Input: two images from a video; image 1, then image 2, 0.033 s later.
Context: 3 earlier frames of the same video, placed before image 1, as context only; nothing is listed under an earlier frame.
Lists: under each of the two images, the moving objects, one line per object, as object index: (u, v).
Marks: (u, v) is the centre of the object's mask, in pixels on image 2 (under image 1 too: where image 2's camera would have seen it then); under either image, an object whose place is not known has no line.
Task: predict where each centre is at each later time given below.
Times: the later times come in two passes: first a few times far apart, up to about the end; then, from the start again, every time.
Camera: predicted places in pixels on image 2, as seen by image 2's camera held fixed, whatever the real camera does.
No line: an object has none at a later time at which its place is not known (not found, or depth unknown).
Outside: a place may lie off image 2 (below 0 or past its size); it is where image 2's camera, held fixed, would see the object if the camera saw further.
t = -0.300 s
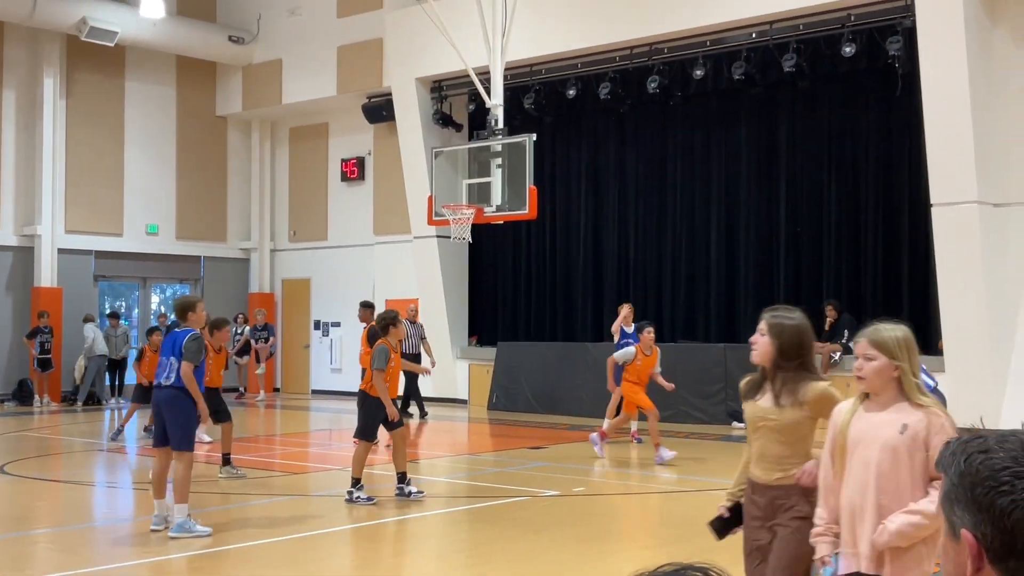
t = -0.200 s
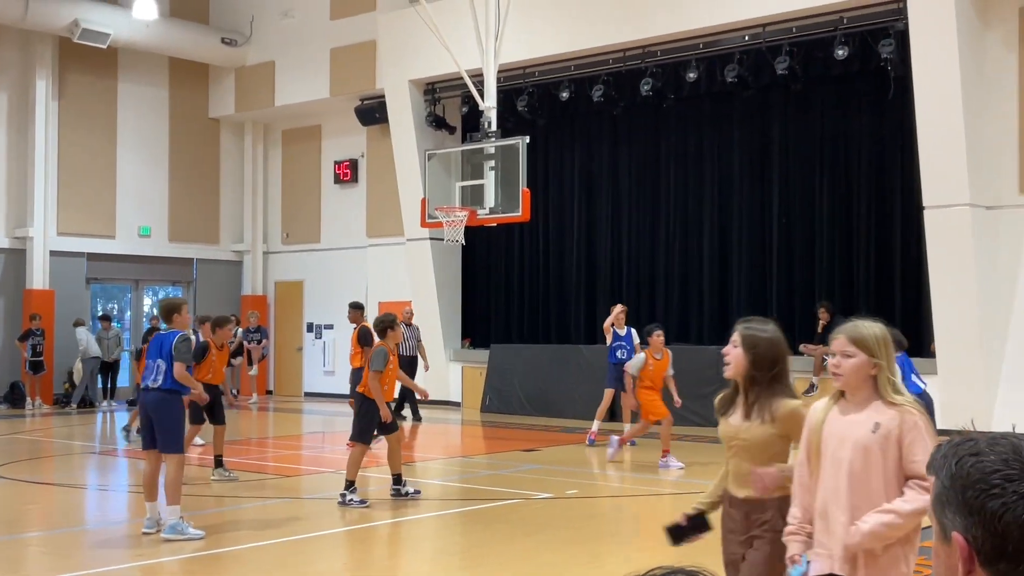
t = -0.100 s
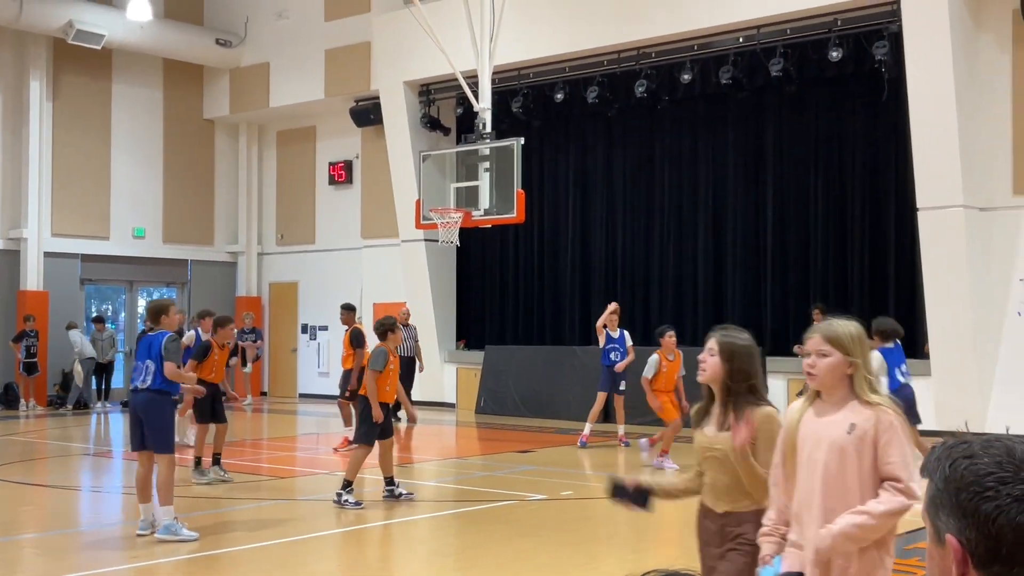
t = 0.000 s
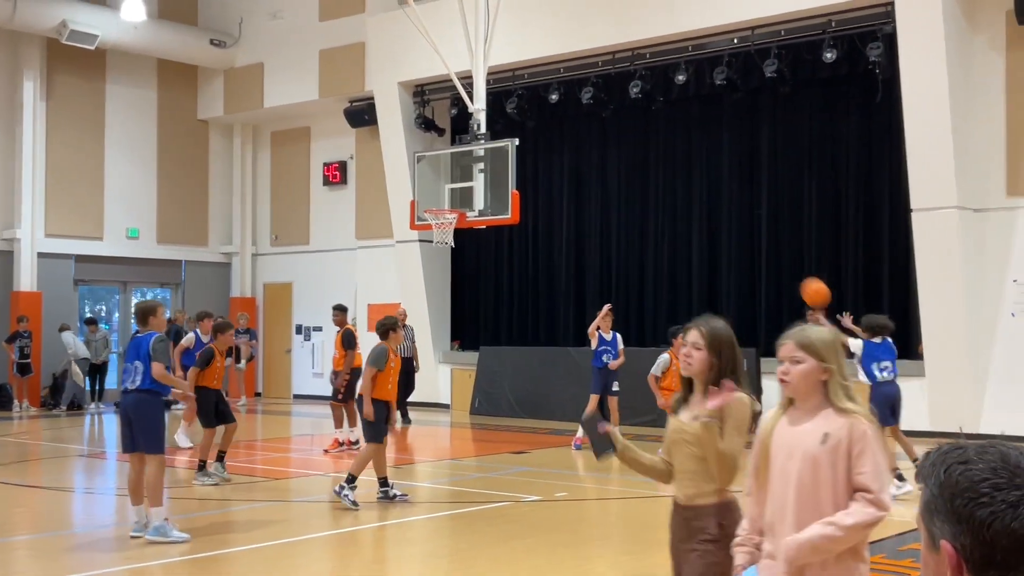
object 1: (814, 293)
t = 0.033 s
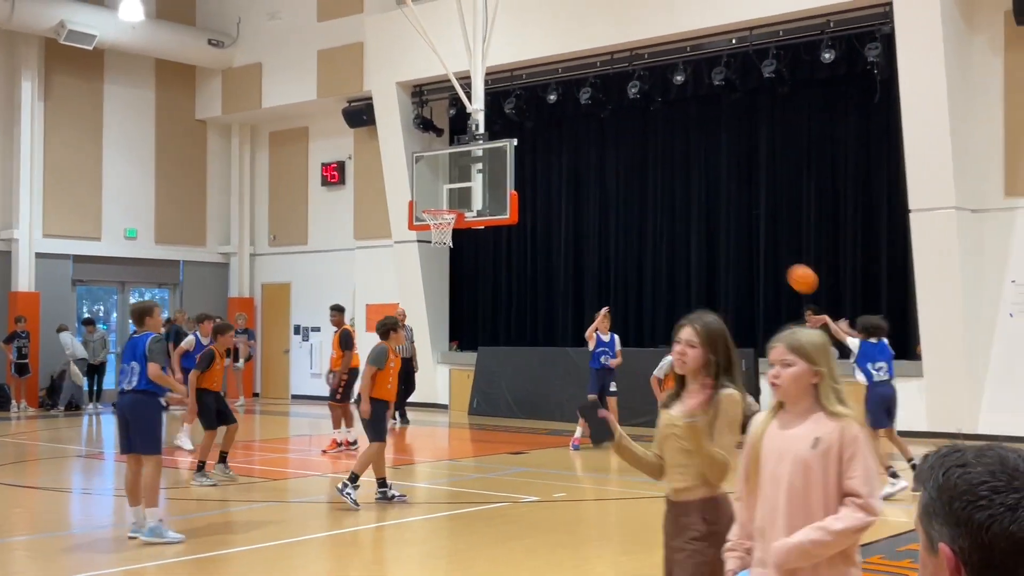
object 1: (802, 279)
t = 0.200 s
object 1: (751, 228)
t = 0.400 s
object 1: (697, 207)
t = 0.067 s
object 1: (792, 266)
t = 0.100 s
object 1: (781, 254)
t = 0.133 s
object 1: (771, 245)
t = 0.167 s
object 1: (761, 236)
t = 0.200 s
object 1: (751, 228)
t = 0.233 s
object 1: (742, 222)
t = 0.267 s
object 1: (732, 217)
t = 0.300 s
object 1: (724, 213)
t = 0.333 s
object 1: (715, 210)
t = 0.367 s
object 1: (706, 208)
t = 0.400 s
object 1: (697, 207)
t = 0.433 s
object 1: (689, 207)
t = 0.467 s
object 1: (681, 208)
